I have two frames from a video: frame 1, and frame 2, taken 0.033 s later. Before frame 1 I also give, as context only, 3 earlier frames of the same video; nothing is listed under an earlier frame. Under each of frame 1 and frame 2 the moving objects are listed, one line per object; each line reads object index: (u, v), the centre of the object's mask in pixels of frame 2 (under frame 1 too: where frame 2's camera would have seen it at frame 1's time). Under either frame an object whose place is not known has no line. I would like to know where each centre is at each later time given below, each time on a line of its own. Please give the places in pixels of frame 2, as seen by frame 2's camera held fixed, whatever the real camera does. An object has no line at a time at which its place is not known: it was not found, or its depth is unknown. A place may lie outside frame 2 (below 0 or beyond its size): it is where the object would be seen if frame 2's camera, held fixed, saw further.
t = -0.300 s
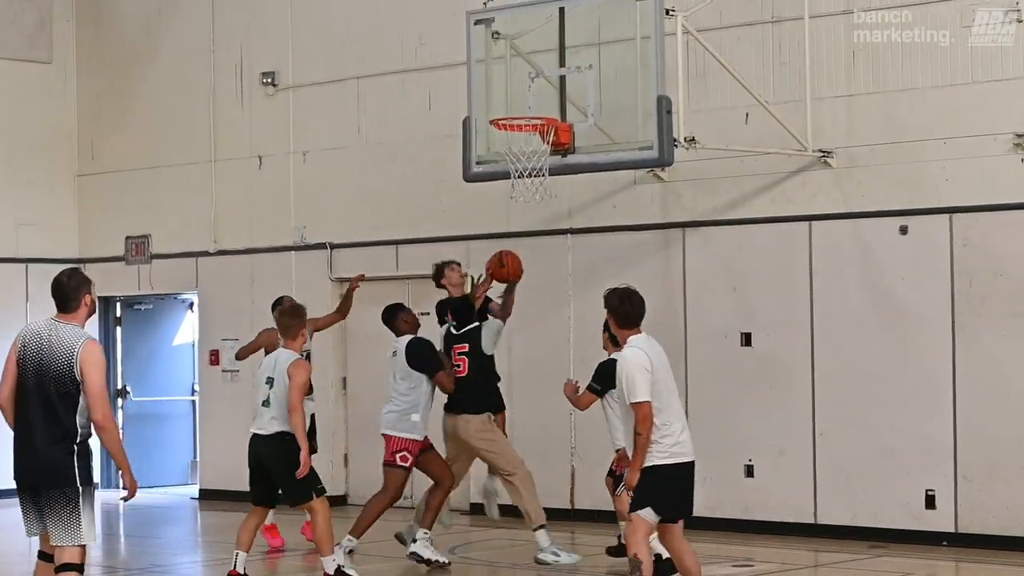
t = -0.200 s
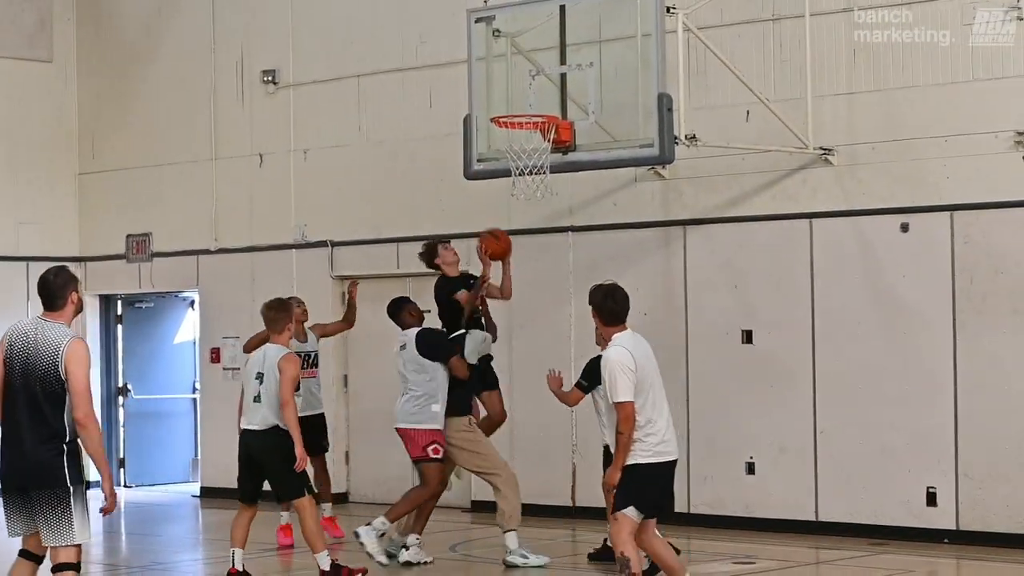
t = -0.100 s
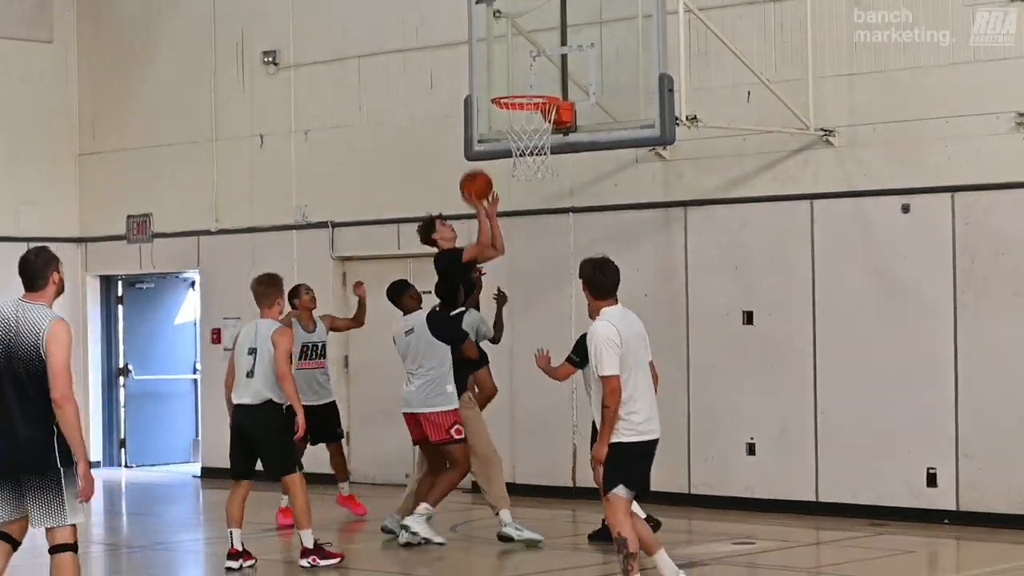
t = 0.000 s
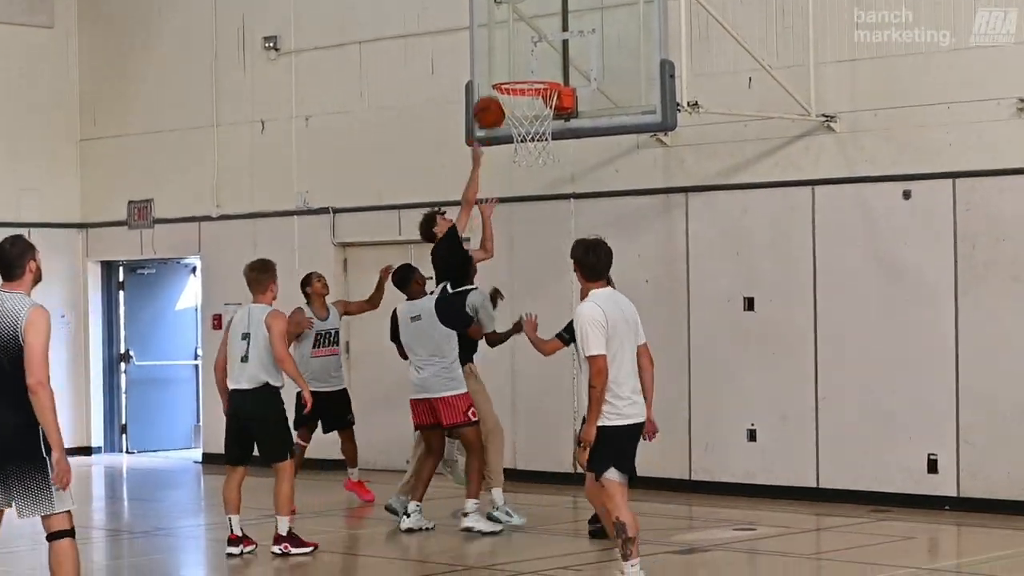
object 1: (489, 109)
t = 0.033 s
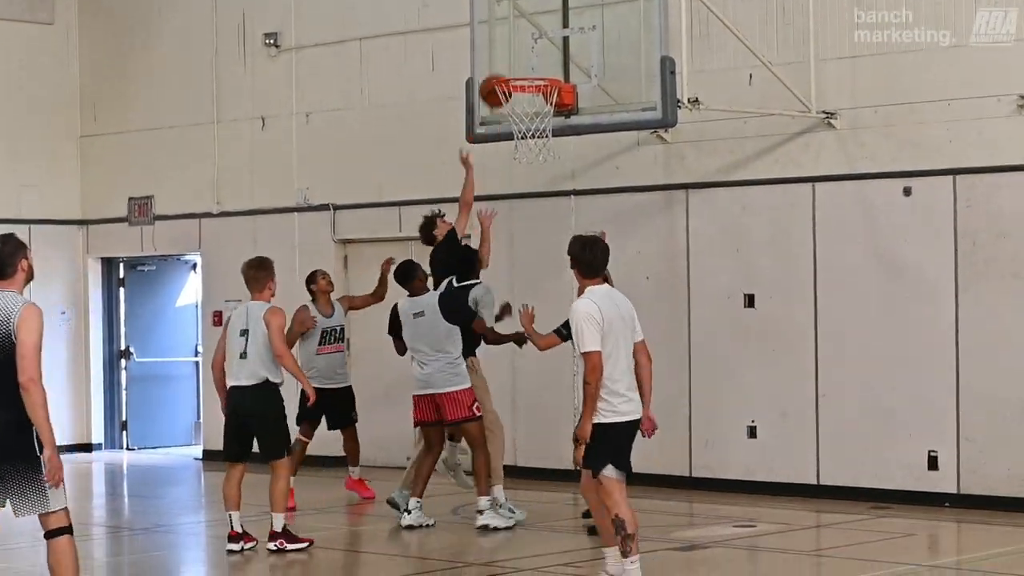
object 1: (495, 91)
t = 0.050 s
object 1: (495, 79)
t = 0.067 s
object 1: (501, 70)
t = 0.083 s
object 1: (505, 66)
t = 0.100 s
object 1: (509, 59)
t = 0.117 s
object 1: (512, 52)
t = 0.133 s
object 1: (515, 46)
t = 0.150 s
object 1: (519, 40)
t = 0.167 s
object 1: (522, 34)
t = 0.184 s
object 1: (525, 29)
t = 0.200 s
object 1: (529, 24)
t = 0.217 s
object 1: (531, 20)
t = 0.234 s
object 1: (531, 17)
